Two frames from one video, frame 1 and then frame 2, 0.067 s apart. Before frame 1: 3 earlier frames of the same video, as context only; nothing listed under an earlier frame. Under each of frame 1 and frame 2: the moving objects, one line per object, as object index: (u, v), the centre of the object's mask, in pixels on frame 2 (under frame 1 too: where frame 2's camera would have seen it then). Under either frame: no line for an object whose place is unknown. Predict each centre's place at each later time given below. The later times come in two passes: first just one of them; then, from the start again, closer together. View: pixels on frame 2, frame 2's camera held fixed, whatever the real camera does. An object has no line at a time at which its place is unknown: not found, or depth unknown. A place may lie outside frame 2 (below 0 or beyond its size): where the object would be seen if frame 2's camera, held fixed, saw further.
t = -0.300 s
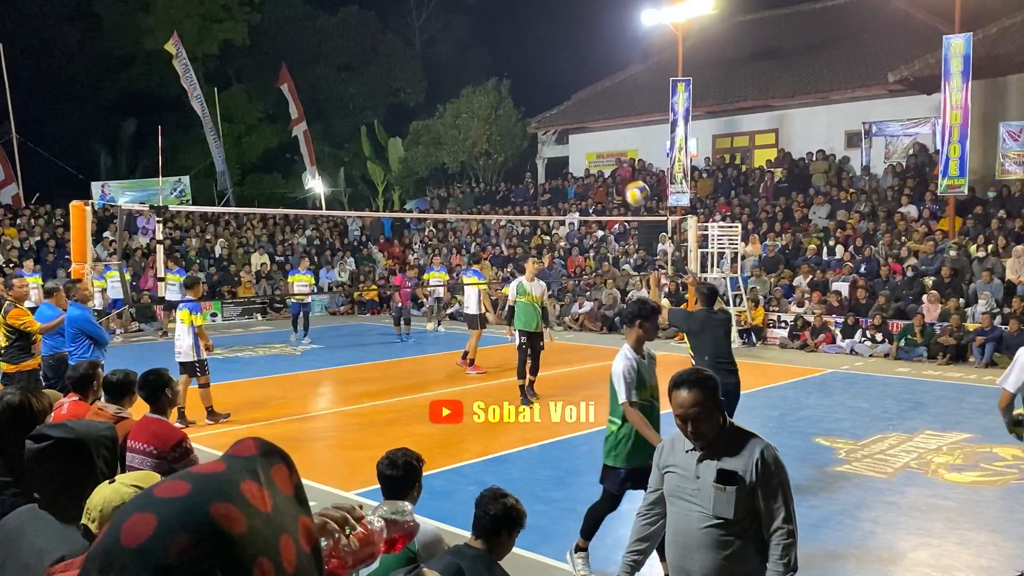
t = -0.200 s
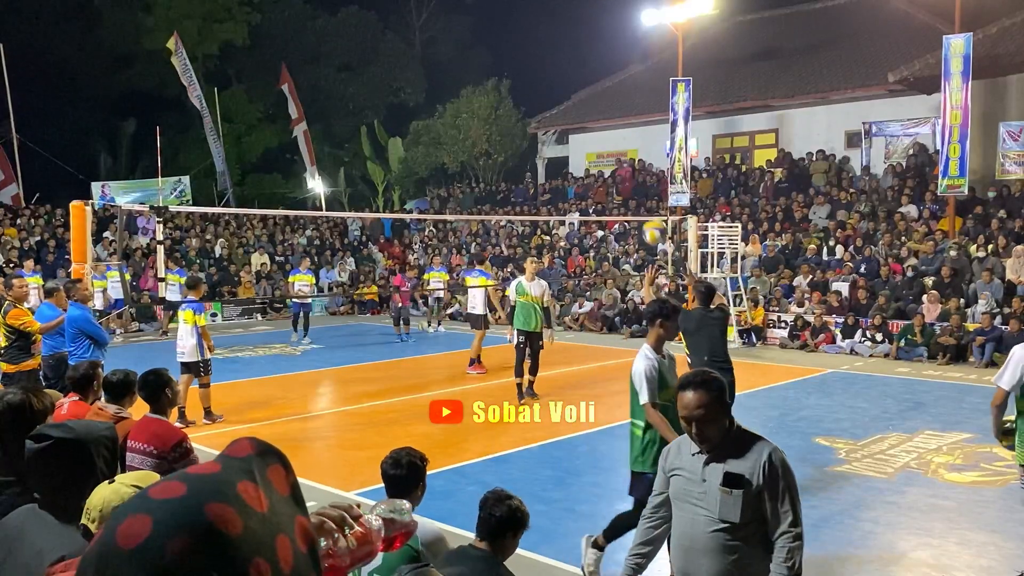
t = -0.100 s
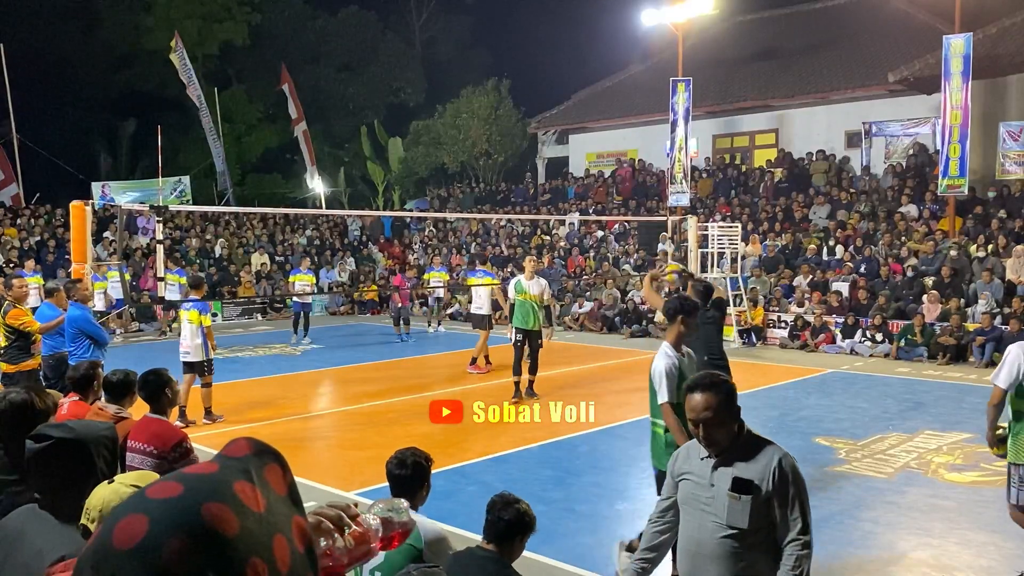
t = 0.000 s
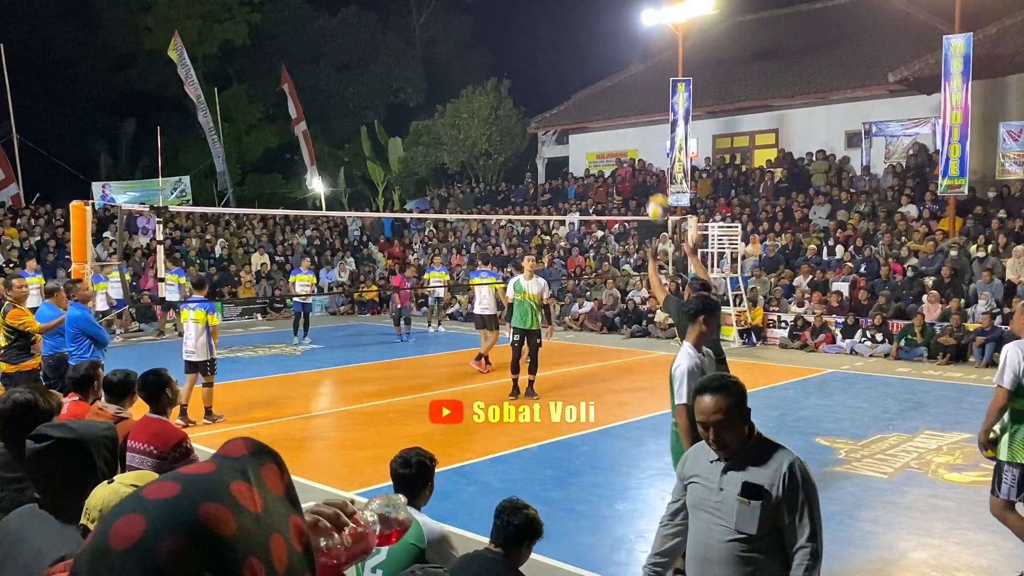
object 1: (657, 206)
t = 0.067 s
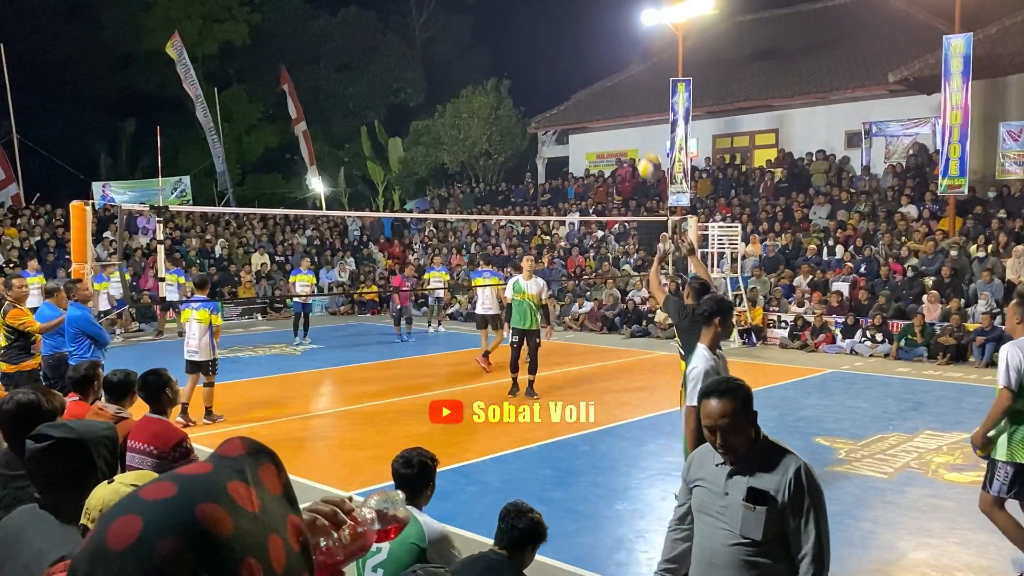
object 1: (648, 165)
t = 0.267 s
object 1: (624, 81)
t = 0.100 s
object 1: (644, 147)
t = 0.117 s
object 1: (642, 138)
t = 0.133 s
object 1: (641, 130)
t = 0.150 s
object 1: (638, 123)
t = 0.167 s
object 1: (635, 115)
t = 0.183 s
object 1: (633, 108)
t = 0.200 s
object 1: (632, 102)
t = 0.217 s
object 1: (630, 97)
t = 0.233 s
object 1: (628, 91)
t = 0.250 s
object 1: (626, 85)
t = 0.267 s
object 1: (624, 81)
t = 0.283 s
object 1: (622, 76)
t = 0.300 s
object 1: (620, 72)
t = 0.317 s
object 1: (618, 67)
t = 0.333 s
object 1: (616, 65)
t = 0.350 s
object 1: (614, 62)
